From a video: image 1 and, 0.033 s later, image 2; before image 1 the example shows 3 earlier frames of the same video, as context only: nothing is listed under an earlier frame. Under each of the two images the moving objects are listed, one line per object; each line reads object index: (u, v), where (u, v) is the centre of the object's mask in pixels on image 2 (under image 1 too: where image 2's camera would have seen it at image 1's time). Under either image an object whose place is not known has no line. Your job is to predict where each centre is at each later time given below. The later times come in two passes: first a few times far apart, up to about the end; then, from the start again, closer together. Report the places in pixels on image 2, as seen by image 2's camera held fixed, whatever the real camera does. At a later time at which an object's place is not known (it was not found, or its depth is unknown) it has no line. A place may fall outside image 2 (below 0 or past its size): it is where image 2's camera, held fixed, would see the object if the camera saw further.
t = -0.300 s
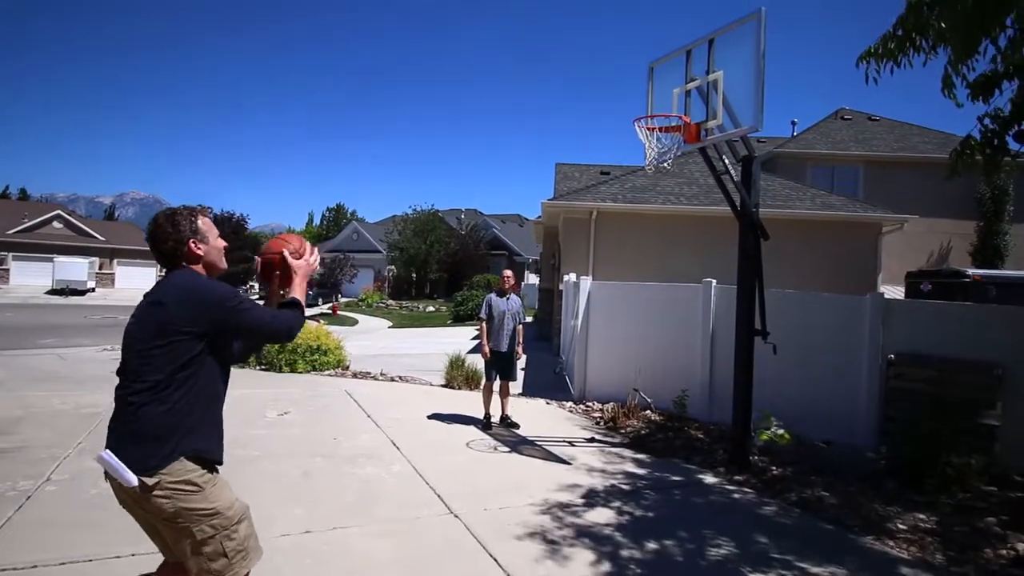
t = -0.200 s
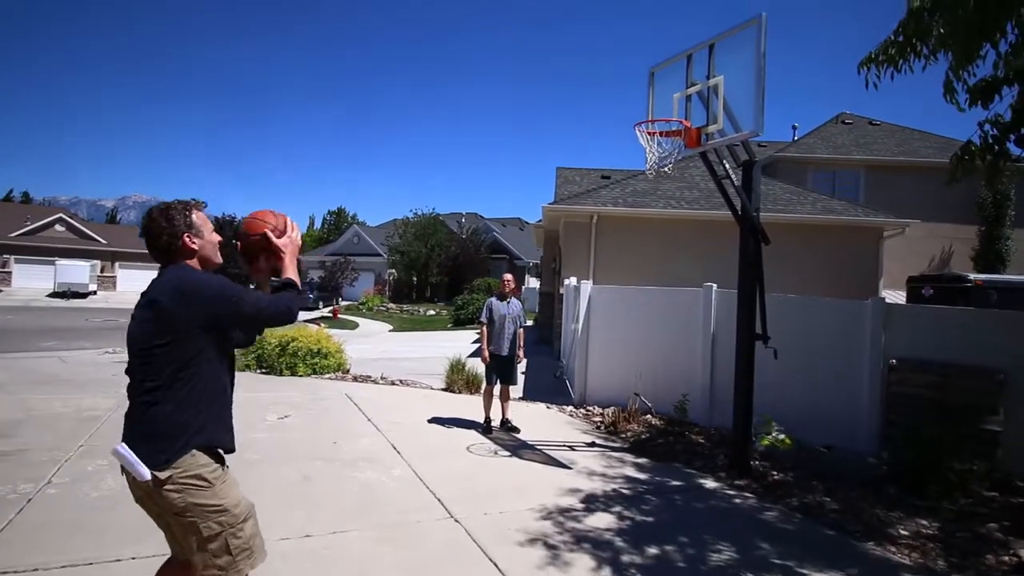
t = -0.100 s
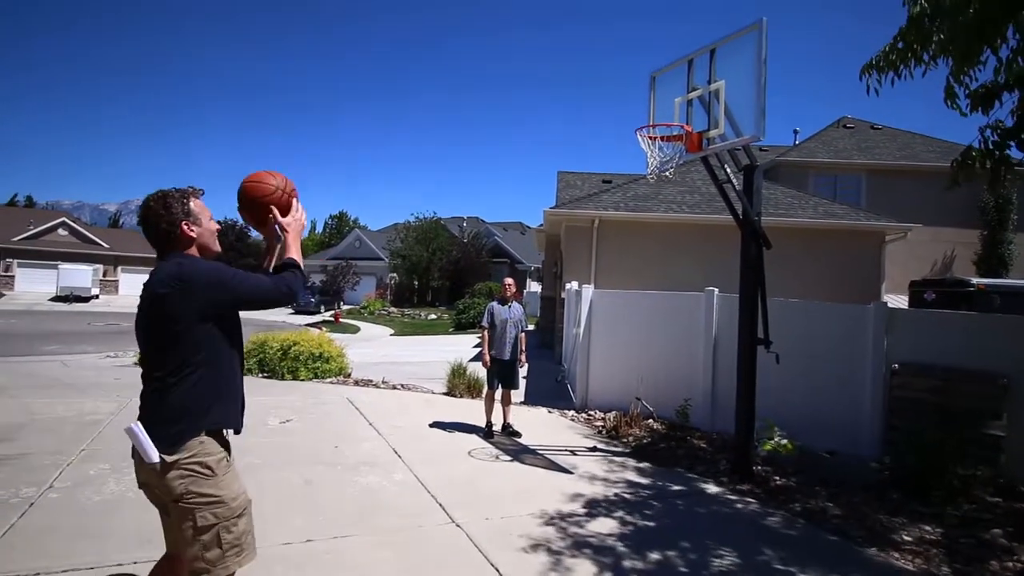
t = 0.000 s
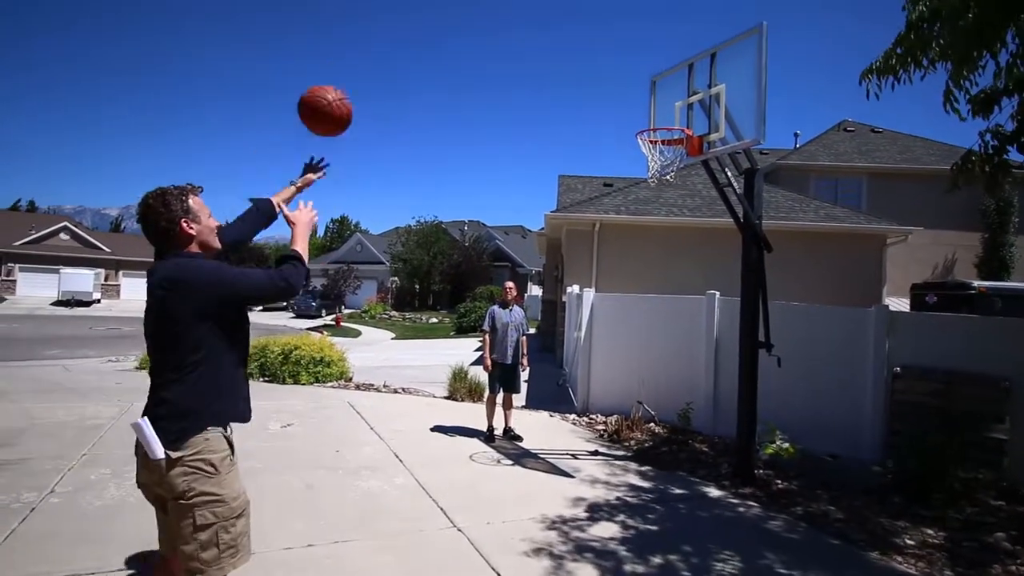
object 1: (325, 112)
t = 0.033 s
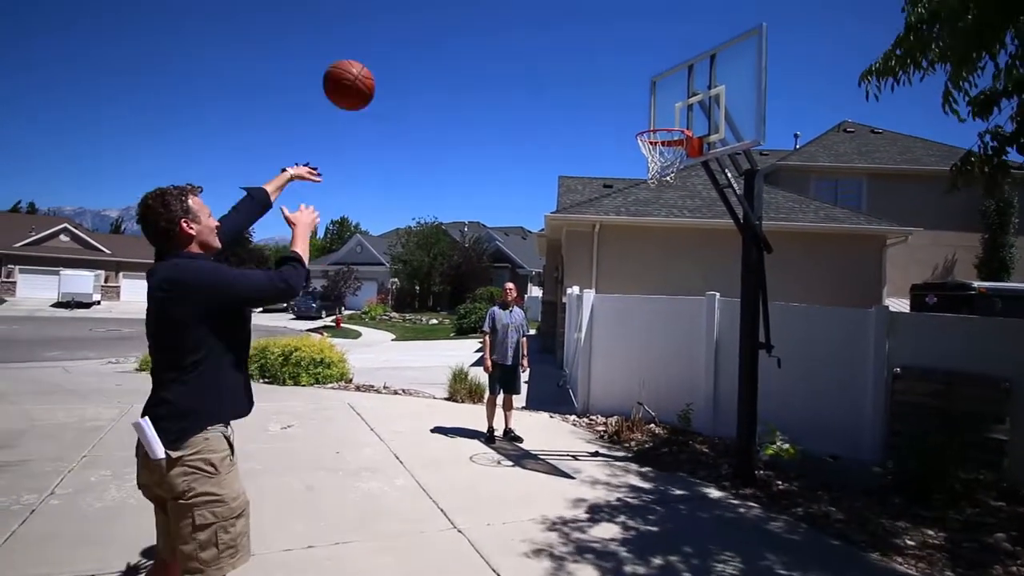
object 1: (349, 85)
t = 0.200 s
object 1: (447, 7)
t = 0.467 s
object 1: (551, -6)
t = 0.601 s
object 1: (590, 9)
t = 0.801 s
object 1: (635, 82)
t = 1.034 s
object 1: (671, 153)
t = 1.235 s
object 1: (663, 194)
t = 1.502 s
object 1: (641, 302)
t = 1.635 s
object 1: (628, 395)
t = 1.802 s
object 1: (611, 462)
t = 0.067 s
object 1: (371, 62)
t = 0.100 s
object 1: (392, 41)
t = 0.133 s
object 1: (412, 24)
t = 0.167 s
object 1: (430, 13)
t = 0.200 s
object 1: (447, 7)
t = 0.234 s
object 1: (463, 2)
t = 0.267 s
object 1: (478, -1)
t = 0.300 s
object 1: (492, -4)
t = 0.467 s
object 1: (551, -6)
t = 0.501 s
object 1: (561, -4)
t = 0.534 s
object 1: (571, -2)
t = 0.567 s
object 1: (580, 1)
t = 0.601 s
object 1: (590, 9)
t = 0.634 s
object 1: (598, 18)
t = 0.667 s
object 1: (606, 29)
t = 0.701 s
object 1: (614, 41)
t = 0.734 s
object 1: (621, 54)
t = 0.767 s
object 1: (628, 68)
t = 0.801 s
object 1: (635, 82)
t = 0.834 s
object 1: (642, 98)
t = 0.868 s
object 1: (648, 113)
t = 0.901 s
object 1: (654, 124)
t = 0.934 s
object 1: (659, 132)
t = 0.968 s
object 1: (667, 144)
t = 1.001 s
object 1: (670, 151)
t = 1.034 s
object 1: (671, 153)
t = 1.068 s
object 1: (673, 162)
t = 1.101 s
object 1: (669, 171)
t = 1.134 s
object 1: (669, 176)
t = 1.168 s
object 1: (667, 185)
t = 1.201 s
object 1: (664, 189)
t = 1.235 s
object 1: (663, 194)
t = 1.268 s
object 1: (661, 202)
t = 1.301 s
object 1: (658, 212)
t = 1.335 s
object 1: (655, 224)
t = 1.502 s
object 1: (641, 302)
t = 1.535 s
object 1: (638, 323)
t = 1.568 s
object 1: (635, 345)
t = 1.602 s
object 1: (632, 369)
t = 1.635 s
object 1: (628, 395)
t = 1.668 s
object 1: (626, 423)
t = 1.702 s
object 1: (621, 452)
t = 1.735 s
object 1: (617, 485)
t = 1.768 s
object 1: (613, 486)
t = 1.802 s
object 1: (611, 462)
